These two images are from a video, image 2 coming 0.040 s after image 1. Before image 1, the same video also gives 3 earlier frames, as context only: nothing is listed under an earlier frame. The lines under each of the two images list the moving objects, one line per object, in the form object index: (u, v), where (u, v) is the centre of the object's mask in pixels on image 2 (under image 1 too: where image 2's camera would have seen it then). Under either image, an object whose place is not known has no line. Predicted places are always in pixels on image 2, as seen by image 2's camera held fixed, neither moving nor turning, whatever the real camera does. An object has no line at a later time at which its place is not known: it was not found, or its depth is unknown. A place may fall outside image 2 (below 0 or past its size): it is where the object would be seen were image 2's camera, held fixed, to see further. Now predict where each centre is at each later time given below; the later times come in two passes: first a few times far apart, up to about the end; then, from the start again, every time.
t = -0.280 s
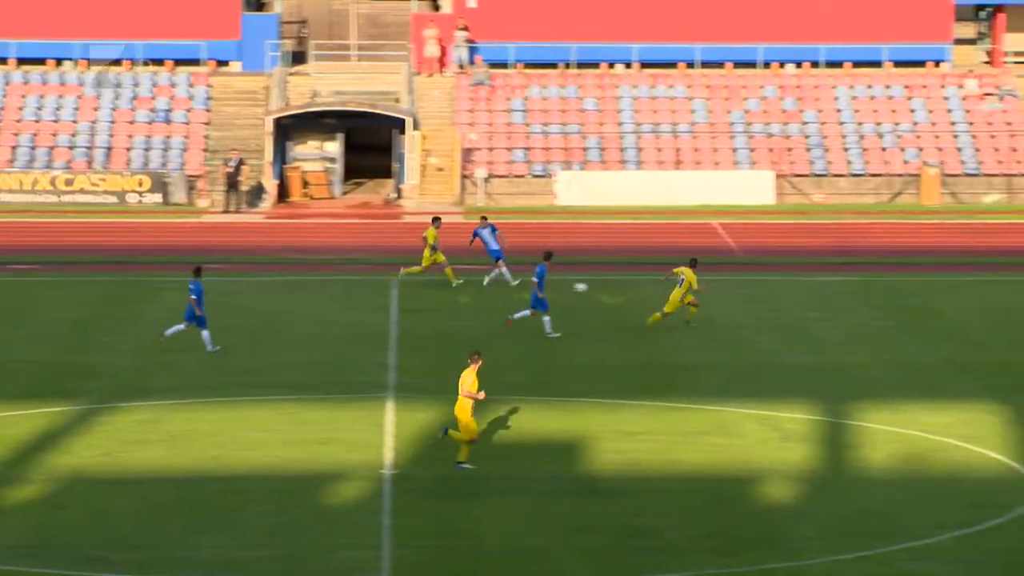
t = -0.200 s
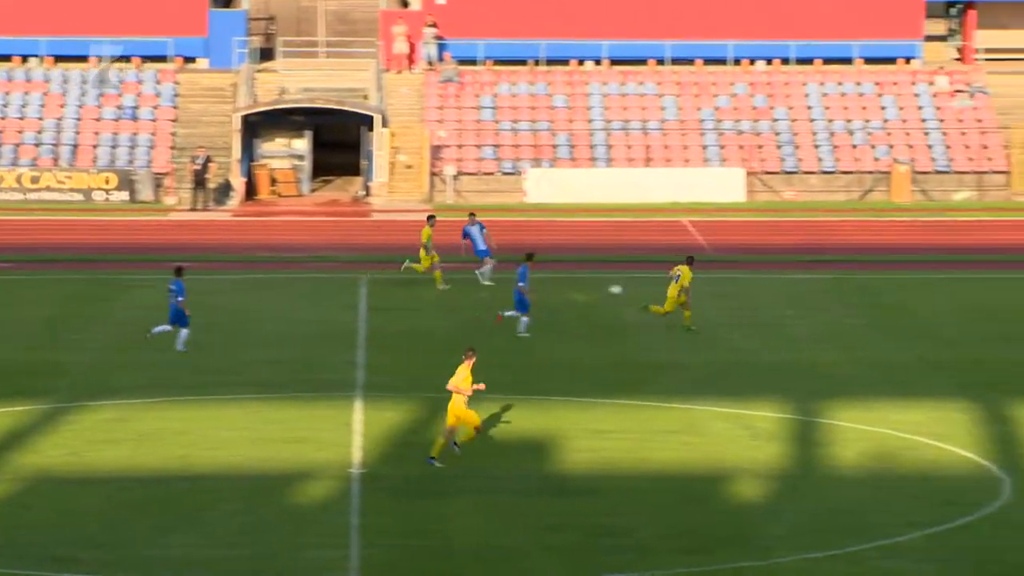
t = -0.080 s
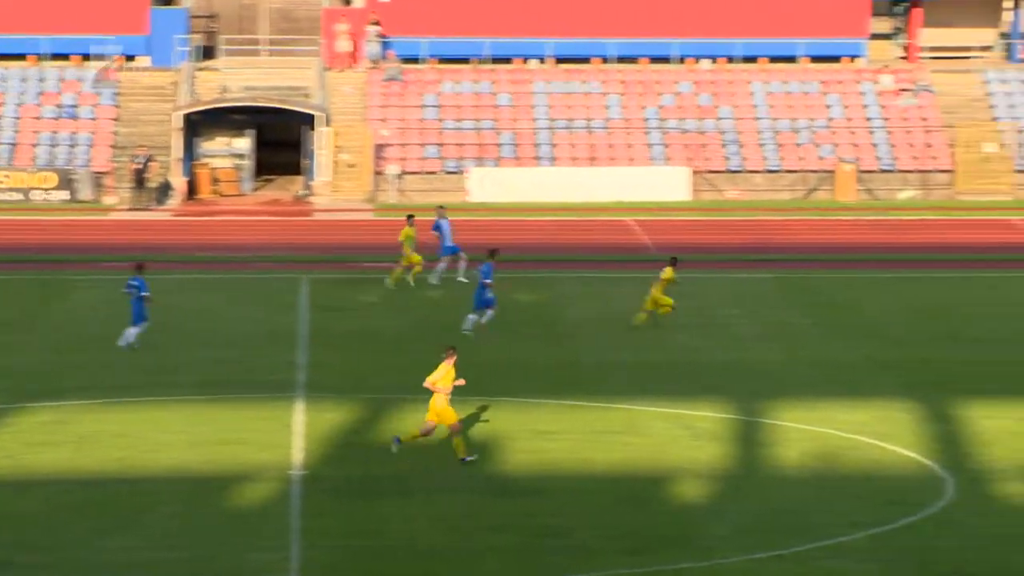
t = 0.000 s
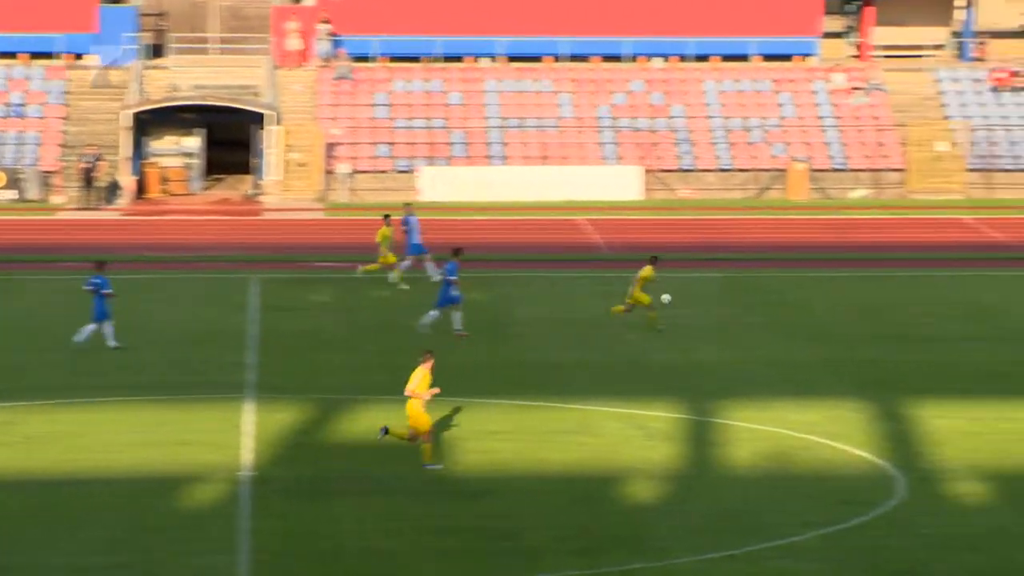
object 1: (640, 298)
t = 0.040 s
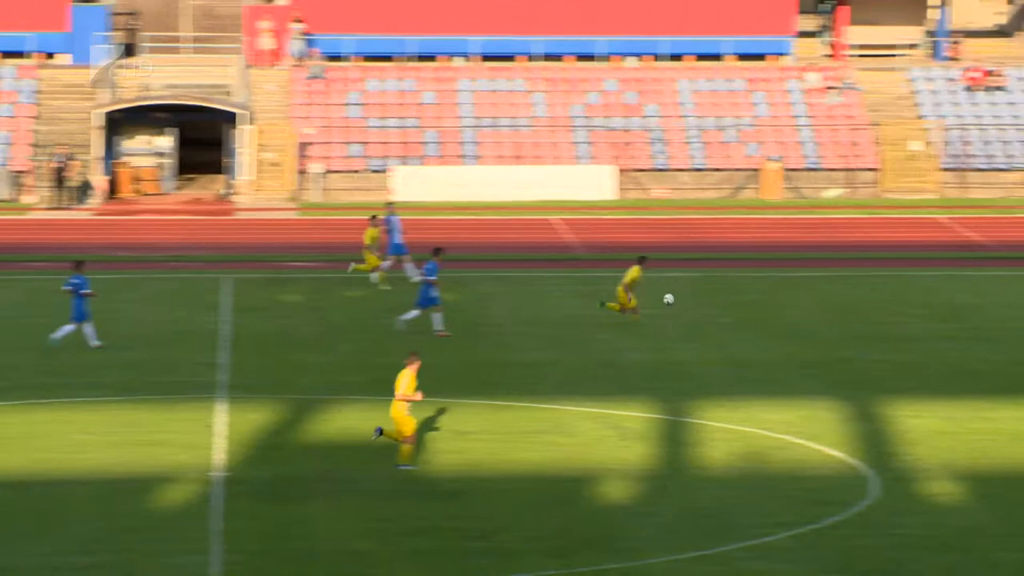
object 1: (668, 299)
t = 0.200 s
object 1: (779, 306)
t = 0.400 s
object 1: (904, 312)
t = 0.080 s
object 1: (697, 301)
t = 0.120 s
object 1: (726, 303)
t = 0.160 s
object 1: (753, 306)
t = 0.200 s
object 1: (779, 306)
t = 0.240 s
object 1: (805, 307)
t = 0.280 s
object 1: (831, 310)
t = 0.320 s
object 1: (856, 312)
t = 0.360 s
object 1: (880, 312)
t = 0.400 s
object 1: (904, 312)
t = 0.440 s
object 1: (927, 313)
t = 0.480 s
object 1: (951, 316)
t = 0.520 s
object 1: (974, 318)
